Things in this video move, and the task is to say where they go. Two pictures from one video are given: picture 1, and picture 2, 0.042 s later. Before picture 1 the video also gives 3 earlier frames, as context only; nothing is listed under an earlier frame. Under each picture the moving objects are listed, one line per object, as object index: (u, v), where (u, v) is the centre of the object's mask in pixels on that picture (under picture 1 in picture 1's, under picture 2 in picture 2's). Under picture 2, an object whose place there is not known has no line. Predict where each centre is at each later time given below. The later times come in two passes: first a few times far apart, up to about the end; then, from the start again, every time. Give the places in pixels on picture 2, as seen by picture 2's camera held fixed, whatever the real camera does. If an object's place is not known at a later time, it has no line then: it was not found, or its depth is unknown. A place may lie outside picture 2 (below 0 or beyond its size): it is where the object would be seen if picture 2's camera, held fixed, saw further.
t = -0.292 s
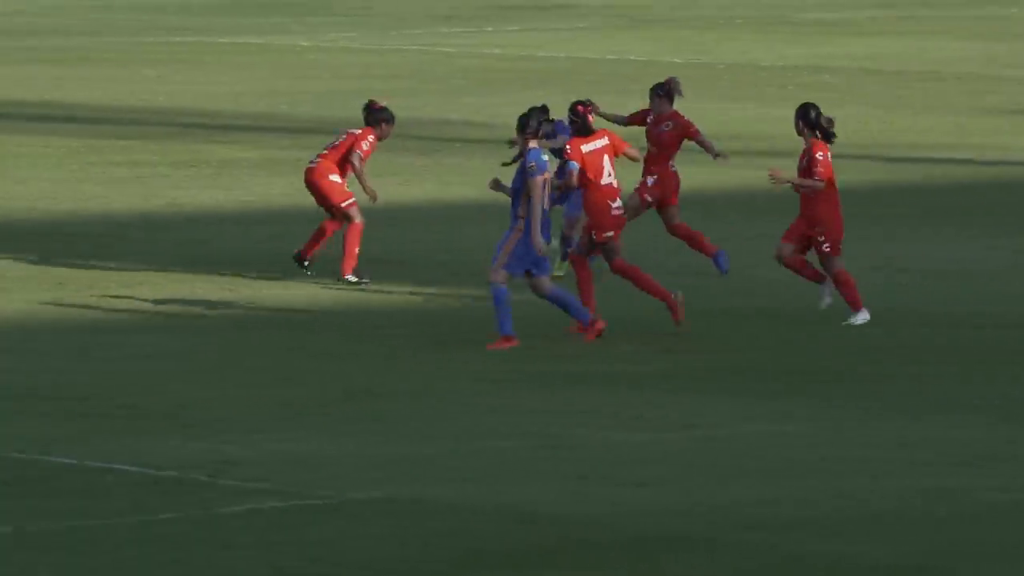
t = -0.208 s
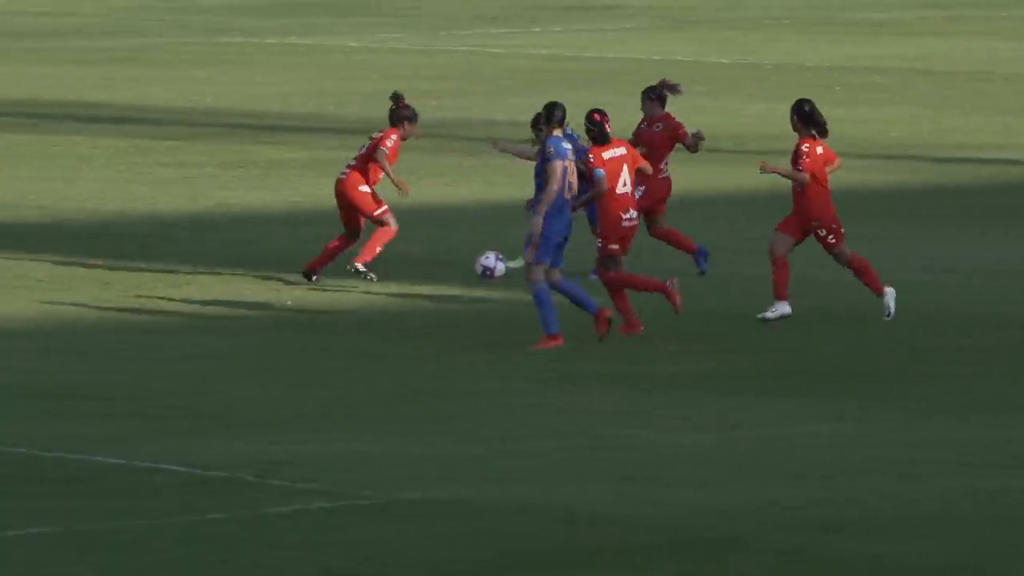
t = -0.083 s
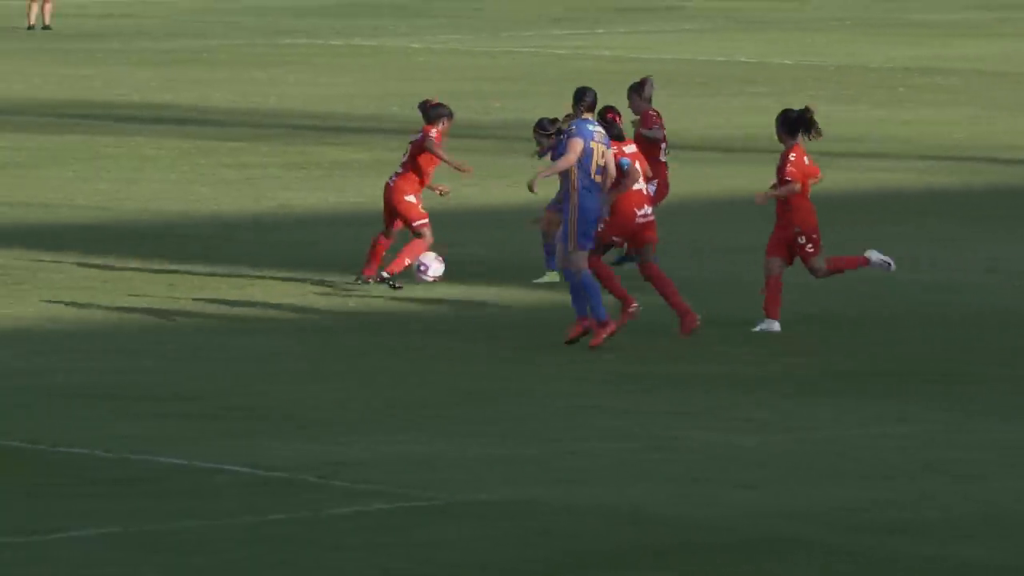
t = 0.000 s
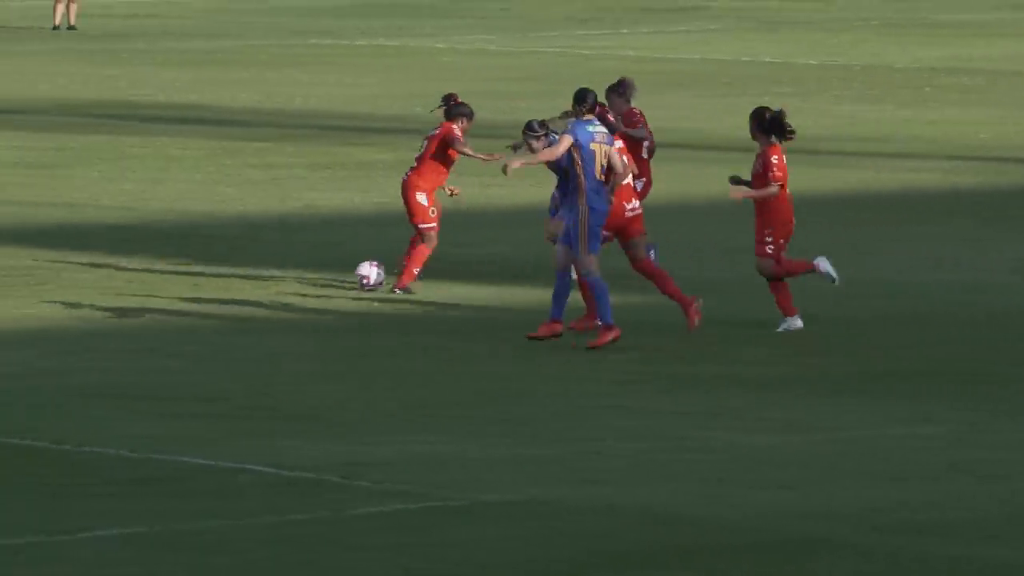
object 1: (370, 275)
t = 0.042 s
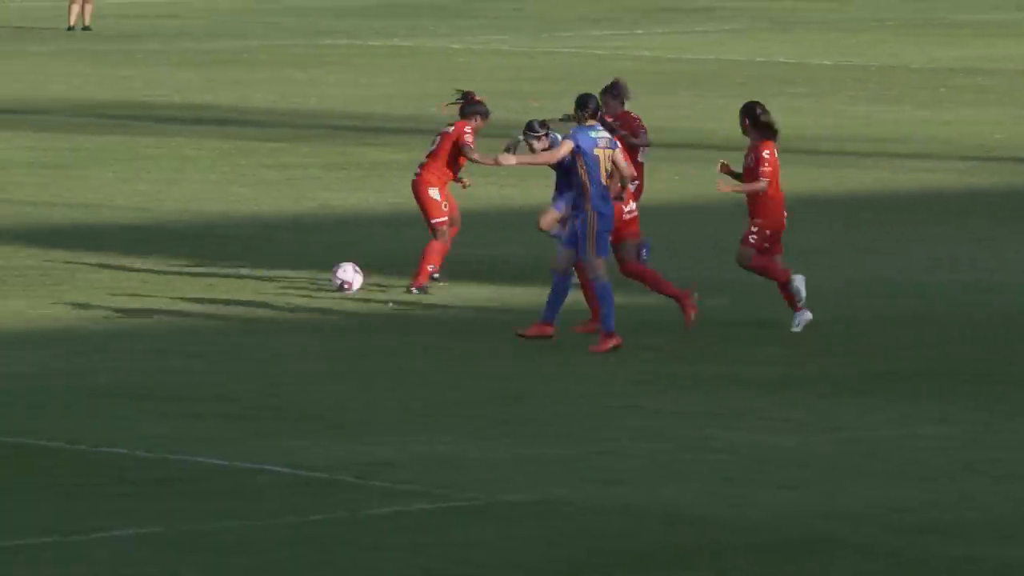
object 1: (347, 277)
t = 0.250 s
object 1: (173, 282)
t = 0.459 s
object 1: (26, 278)
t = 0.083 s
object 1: (313, 273)
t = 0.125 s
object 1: (279, 272)
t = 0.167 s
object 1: (242, 273)
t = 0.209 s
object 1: (208, 277)
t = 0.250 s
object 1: (173, 282)
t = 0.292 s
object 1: (140, 283)
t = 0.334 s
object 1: (112, 280)
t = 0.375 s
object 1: (83, 276)
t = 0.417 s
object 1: (54, 276)
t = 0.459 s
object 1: (26, 278)
